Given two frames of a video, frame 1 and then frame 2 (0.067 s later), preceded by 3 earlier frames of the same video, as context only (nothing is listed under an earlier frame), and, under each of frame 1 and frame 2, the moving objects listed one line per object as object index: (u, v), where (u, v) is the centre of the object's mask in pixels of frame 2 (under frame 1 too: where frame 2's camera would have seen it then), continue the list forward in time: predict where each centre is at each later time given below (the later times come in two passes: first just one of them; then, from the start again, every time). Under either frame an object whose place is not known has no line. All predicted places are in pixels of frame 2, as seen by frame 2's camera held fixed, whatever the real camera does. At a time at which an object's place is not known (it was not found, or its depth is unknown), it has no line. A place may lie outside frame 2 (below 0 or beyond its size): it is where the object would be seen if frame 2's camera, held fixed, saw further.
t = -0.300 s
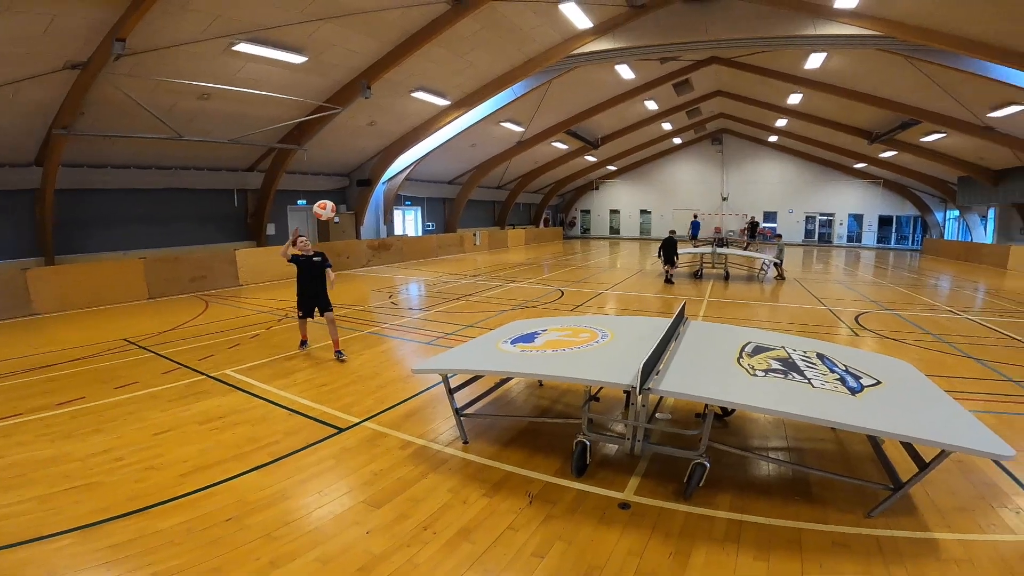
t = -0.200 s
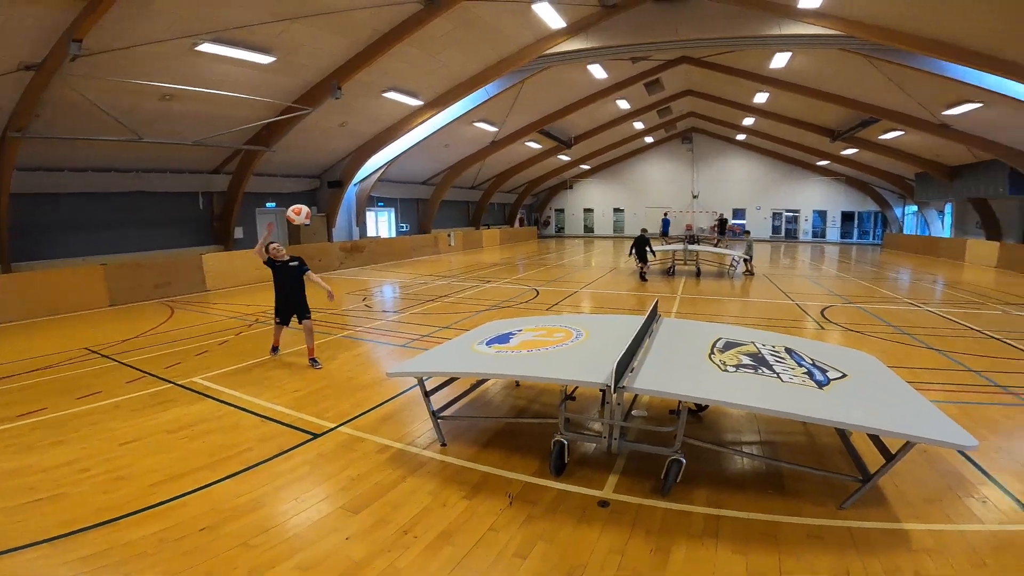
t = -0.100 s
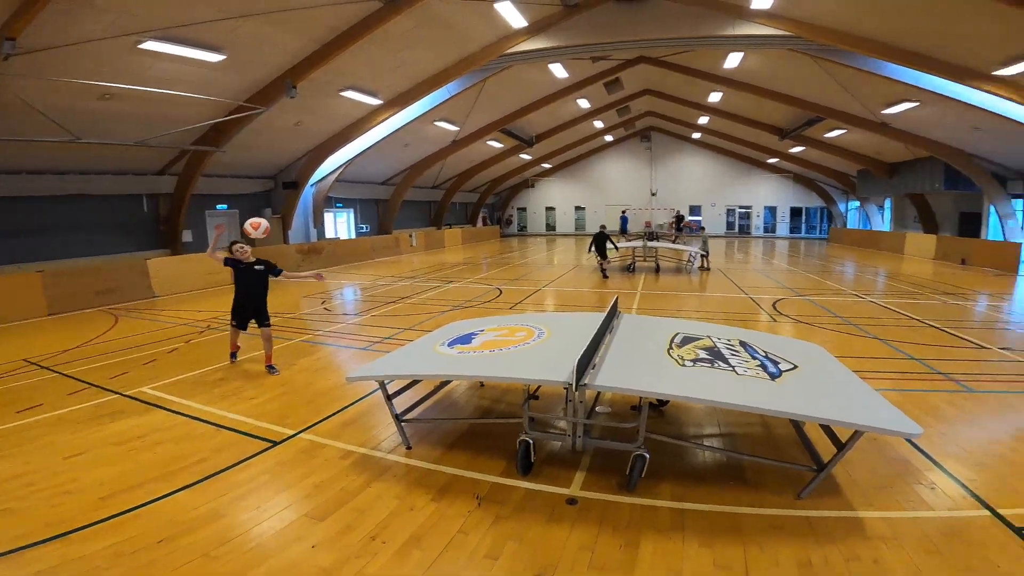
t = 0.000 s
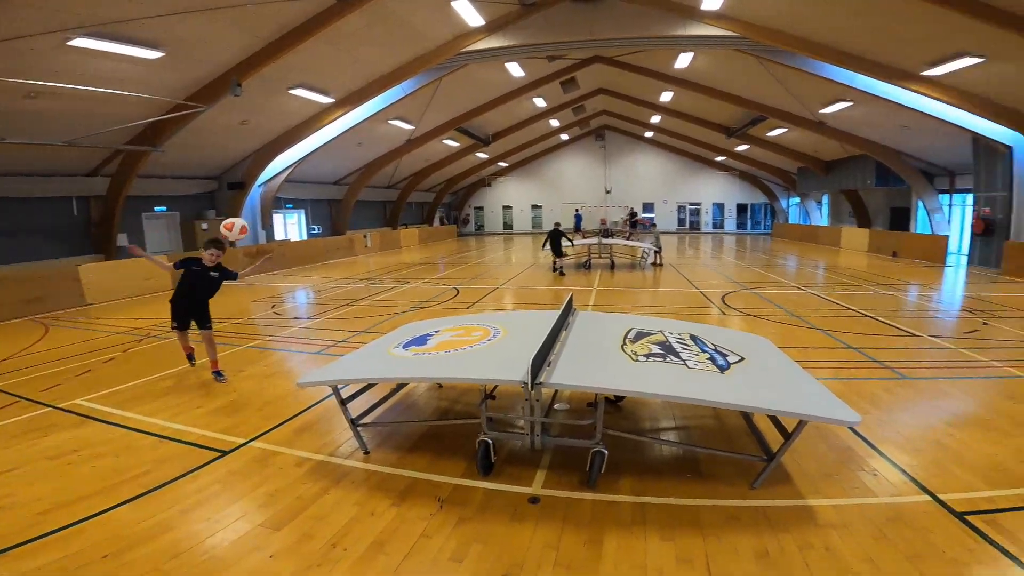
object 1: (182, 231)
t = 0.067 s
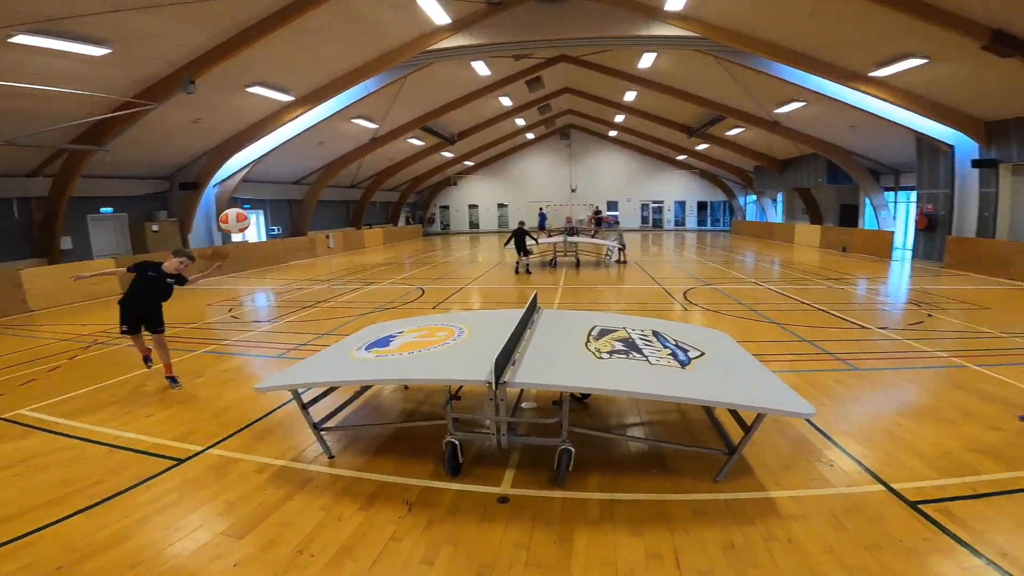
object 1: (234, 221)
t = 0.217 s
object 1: (360, 218)
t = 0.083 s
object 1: (247, 219)
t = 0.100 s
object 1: (261, 218)
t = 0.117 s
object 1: (274, 217)
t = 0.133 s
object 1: (287, 216)
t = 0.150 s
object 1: (301, 216)
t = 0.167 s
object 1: (315, 216)
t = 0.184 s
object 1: (329, 216)
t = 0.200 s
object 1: (344, 217)
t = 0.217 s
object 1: (360, 218)
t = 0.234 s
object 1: (375, 220)
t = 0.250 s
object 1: (392, 222)
